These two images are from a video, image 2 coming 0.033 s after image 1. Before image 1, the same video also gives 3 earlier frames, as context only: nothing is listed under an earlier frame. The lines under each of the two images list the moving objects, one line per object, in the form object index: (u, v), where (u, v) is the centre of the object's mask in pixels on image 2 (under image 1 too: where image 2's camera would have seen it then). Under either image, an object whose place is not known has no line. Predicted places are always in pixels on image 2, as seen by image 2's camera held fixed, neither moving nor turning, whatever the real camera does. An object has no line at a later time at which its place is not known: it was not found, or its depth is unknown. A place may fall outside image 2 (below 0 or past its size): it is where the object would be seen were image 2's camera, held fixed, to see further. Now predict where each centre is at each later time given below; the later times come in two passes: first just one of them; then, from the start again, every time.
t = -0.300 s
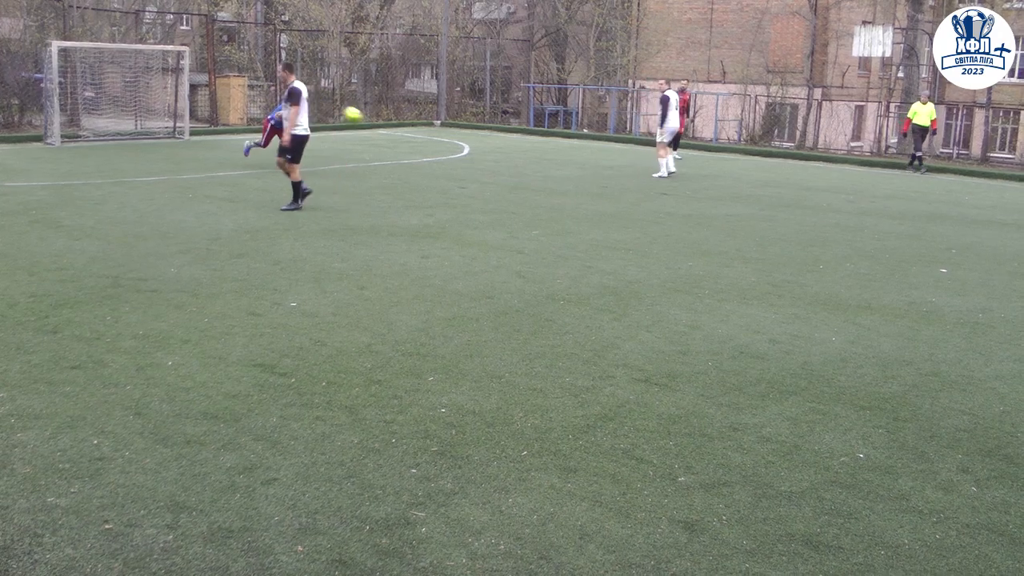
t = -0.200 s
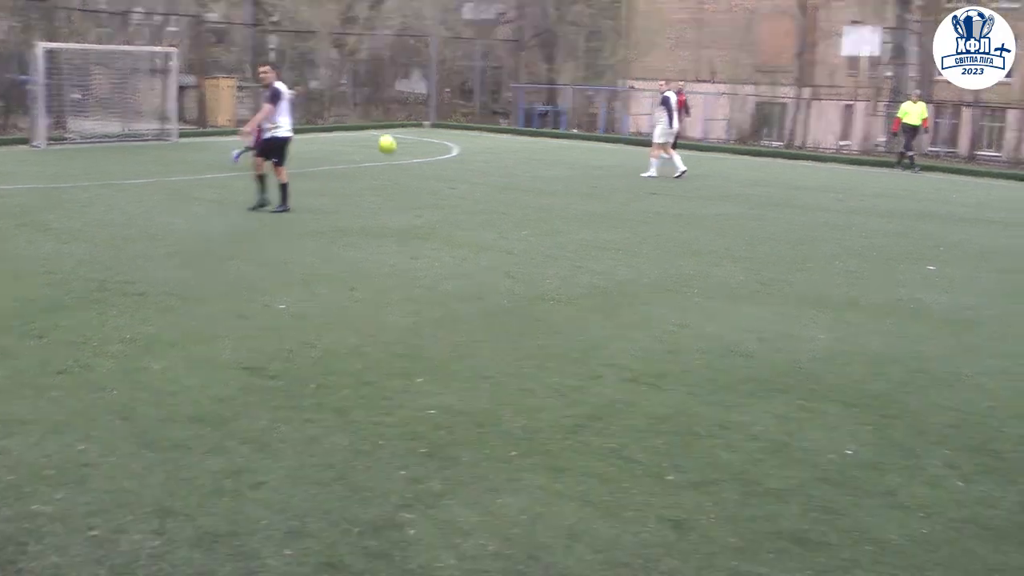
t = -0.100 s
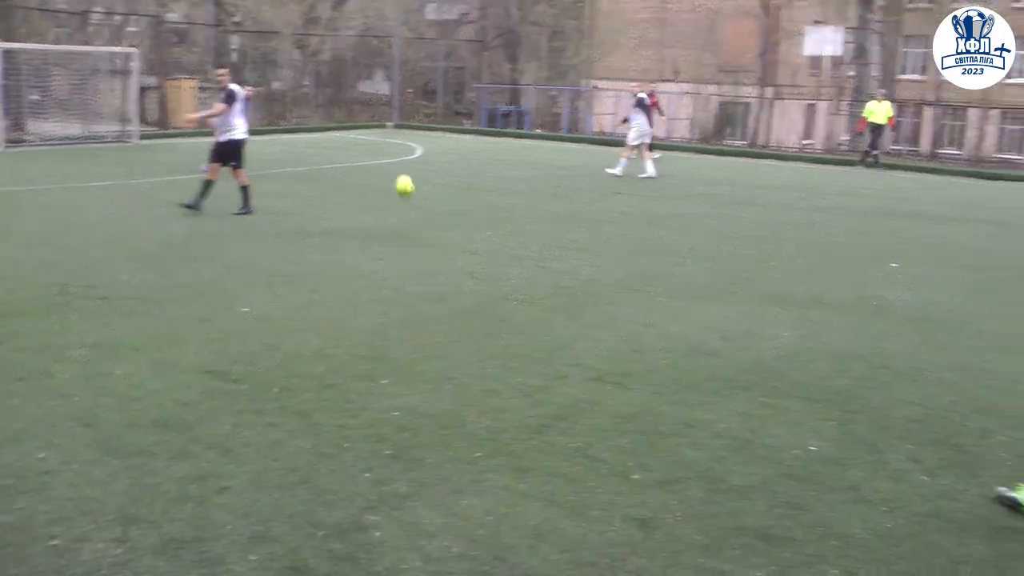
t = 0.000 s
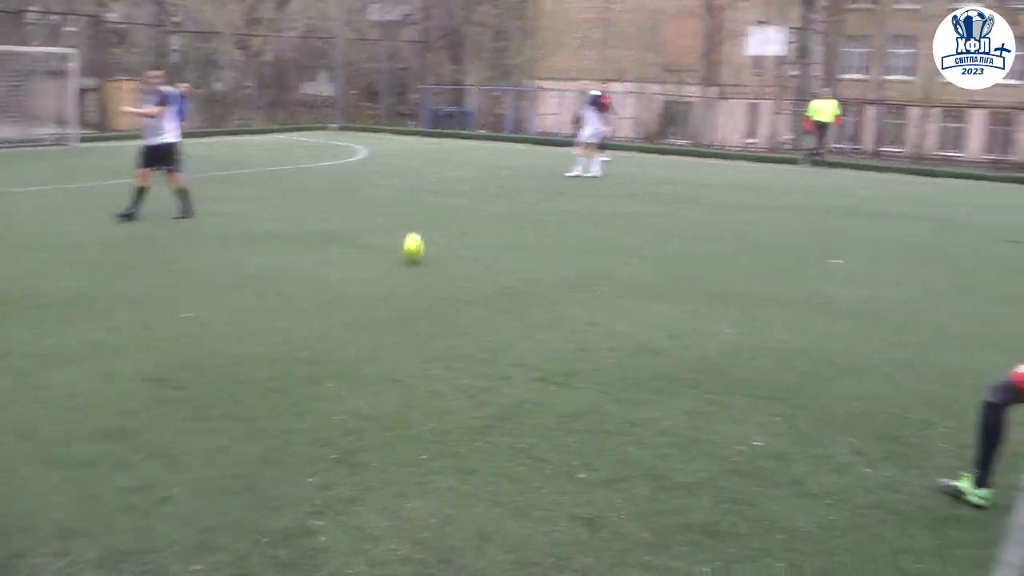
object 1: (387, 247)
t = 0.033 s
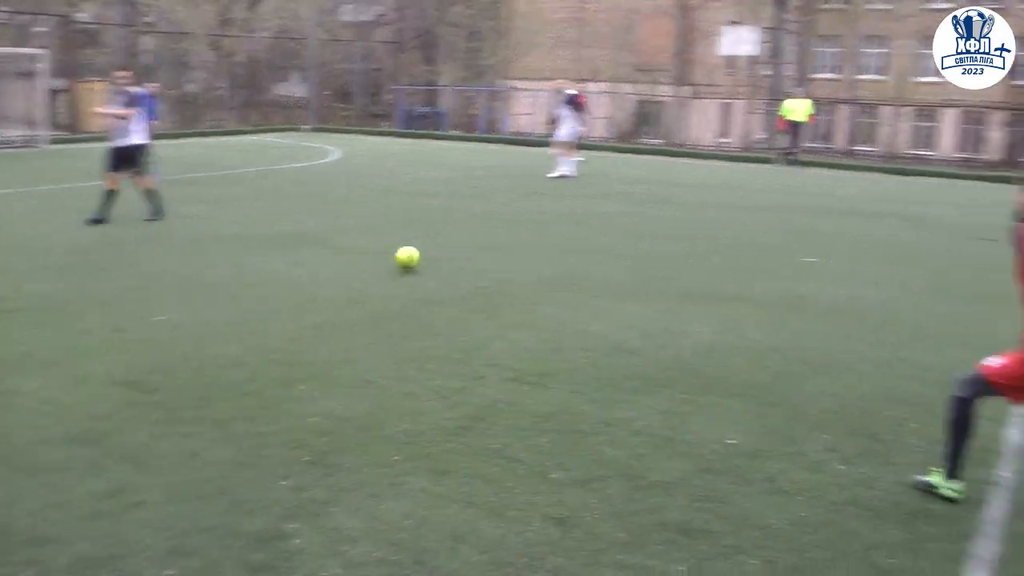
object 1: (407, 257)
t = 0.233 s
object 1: (532, 276)
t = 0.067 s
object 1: (424, 257)
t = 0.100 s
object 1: (444, 257)
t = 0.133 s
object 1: (464, 259)
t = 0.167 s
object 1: (484, 263)
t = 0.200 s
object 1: (507, 268)
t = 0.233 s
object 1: (532, 276)
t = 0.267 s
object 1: (559, 286)
